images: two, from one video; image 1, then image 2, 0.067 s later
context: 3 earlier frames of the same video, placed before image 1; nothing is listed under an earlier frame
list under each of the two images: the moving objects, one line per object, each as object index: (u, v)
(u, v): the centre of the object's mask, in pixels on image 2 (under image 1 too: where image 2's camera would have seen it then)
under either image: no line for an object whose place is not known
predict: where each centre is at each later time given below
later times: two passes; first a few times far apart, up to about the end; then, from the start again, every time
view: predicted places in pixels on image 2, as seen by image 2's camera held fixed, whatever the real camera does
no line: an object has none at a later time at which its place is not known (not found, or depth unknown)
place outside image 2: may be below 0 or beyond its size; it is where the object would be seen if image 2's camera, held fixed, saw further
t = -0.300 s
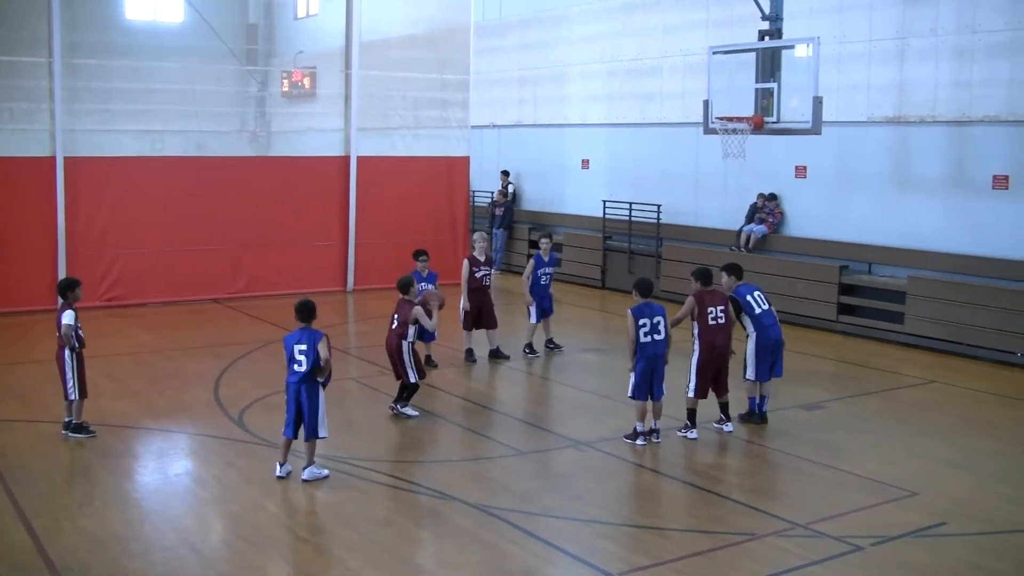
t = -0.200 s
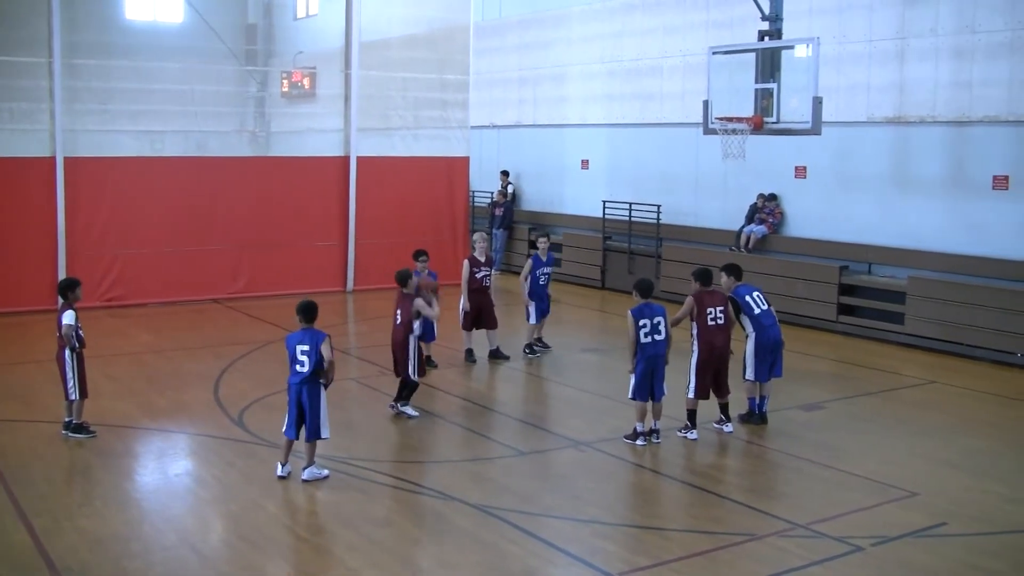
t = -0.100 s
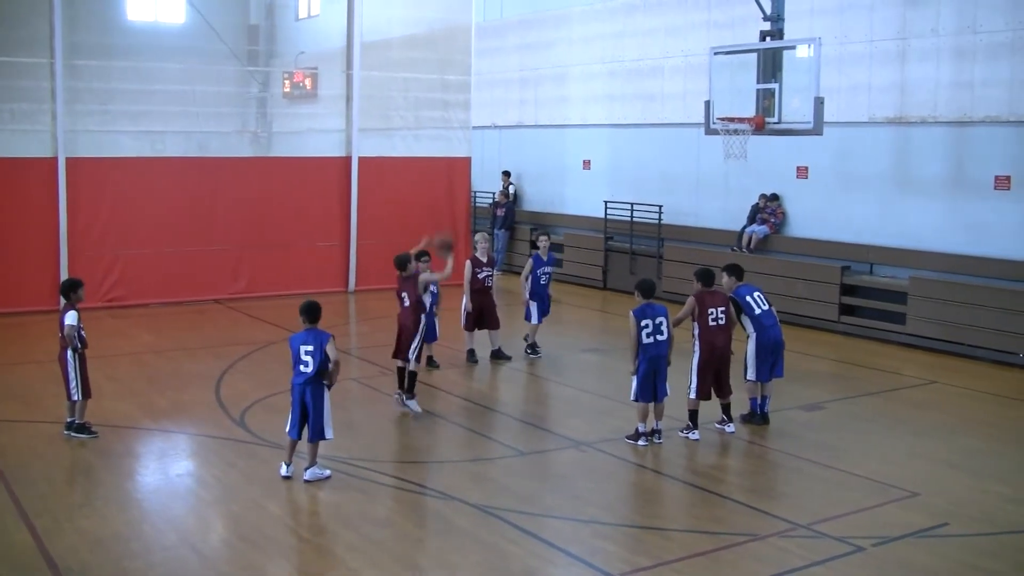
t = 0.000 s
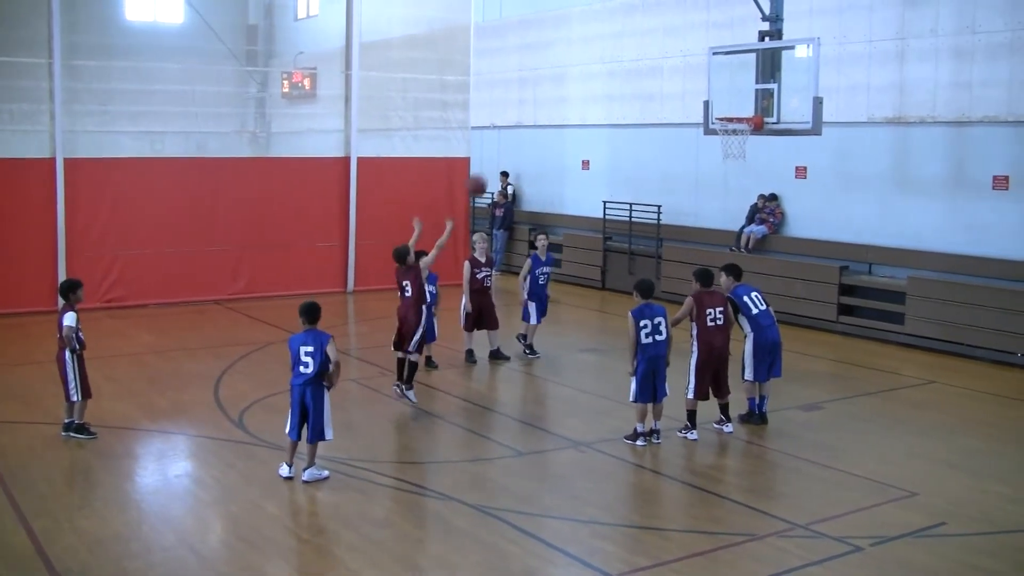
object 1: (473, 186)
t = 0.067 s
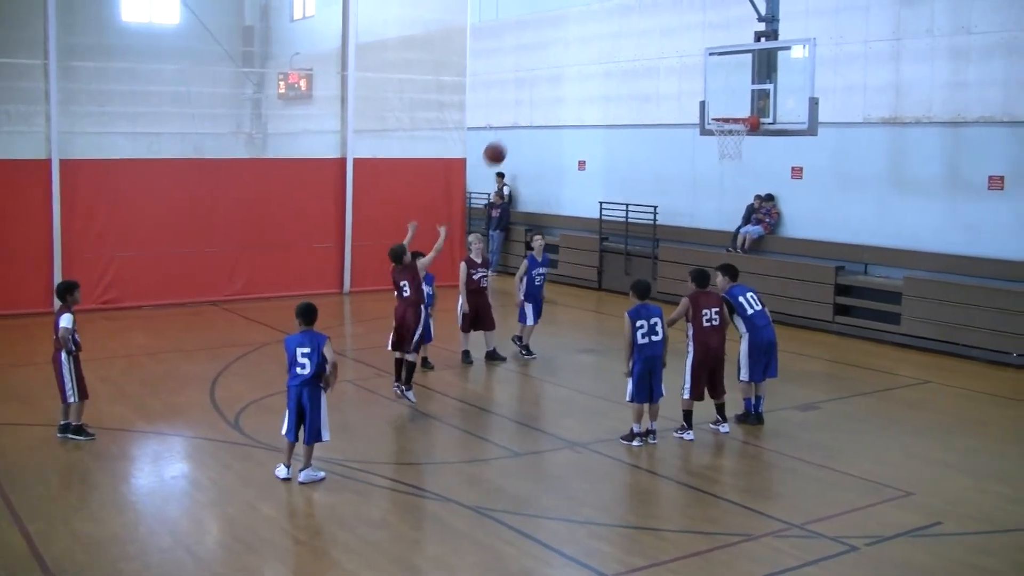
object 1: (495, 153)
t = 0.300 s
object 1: (568, 76)
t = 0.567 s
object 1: (645, 55)
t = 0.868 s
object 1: (718, 104)
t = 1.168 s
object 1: (748, 167)
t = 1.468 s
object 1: (757, 275)
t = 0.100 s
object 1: (505, 139)
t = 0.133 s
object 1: (516, 125)
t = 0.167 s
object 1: (526, 113)
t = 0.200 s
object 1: (537, 102)
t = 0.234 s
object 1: (548, 92)
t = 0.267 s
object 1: (558, 83)
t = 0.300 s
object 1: (568, 76)
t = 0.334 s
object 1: (579, 70)
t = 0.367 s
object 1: (589, 65)
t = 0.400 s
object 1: (598, 61)
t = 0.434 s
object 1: (608, 58)
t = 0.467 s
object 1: (617, 56)
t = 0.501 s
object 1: (626, 54)
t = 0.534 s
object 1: (636, 54)
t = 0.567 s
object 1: (645, 55)
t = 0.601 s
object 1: (654, 57)
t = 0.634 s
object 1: (663, 60)
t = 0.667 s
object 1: (671, 64)
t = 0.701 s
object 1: (680, 68)
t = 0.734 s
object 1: (688, 74)
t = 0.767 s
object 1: (696, 80)
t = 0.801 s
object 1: (703, 87)
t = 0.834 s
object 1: (711, 95)
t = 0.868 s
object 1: (718, 104)
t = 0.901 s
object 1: (726, 113)
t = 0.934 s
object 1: (733, 124)
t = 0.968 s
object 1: (740, 133)
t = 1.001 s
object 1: (741, 140)
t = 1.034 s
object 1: (744, 143)
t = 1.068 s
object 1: (745, 147)
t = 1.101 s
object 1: (746, 153)
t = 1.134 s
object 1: (747, 159)
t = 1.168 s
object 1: (748, 167)
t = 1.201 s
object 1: (749, 175)
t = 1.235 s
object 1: (750, 184)
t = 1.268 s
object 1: (751, 194)
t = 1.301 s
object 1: (751, 204)
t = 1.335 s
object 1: (753, 216)
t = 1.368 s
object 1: (755, 226)
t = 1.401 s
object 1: (754, 244)
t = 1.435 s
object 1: (756, 257)
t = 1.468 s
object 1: (757, 275)
